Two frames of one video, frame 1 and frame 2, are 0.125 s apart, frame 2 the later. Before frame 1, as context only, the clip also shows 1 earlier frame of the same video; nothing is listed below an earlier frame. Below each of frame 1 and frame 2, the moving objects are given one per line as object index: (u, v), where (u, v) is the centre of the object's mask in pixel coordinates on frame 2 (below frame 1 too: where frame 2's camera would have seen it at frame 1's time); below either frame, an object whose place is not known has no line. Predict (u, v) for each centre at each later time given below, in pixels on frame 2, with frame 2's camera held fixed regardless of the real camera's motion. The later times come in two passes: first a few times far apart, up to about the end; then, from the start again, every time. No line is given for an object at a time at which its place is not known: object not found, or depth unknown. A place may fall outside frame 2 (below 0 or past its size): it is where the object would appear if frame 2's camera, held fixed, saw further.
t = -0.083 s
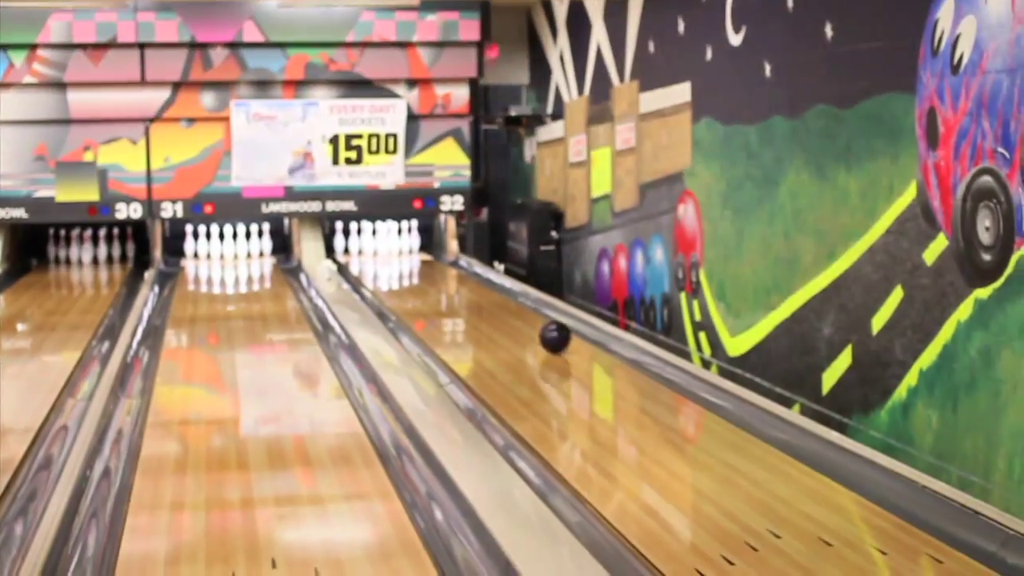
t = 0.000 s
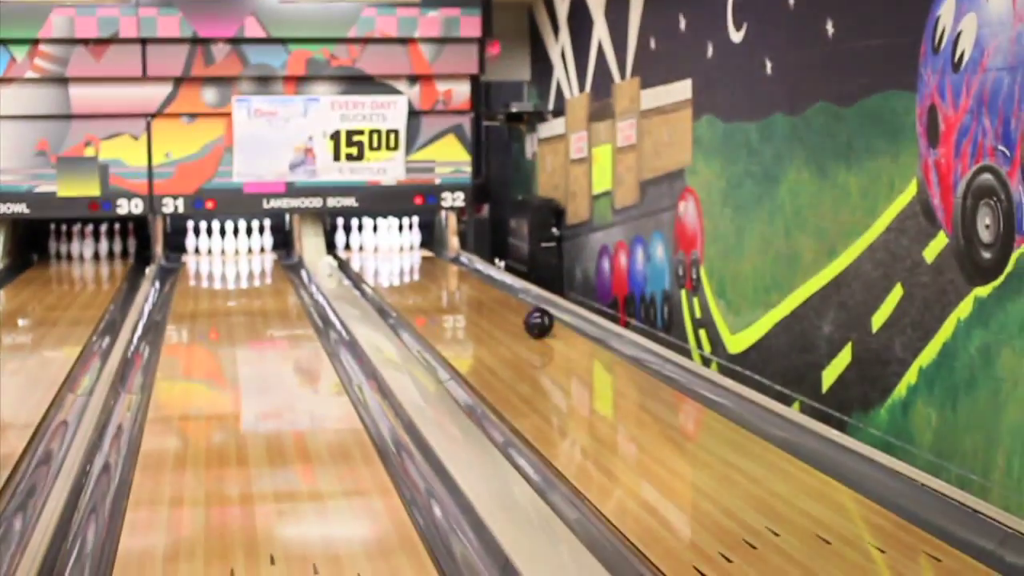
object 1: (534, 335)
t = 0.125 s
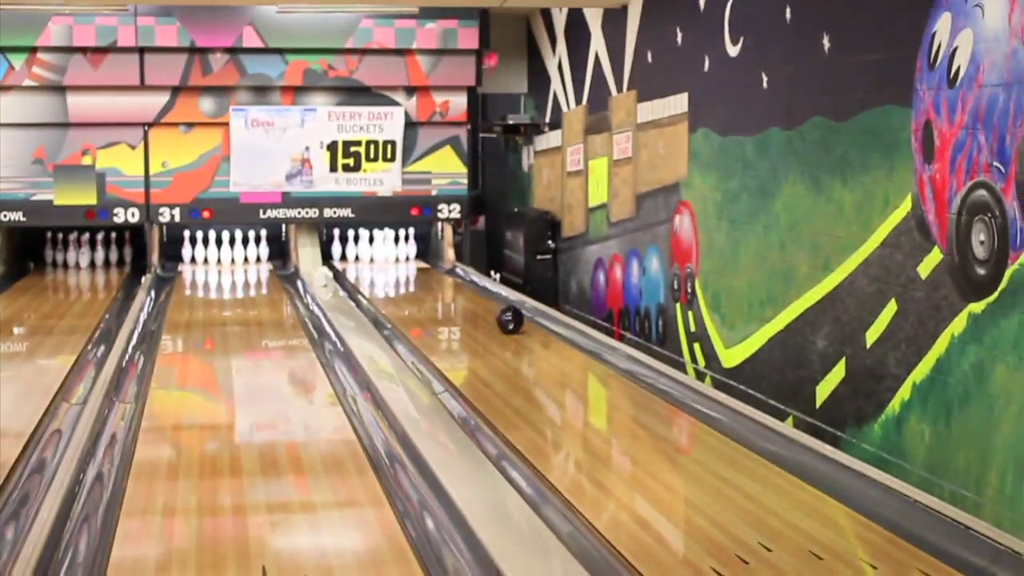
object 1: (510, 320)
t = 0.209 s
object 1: (498, 312)
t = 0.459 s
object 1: (464, 290)
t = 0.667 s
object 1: (440, 277)
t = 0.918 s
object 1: (412, 265)
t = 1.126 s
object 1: (389, 257)
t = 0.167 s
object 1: (505, 316)
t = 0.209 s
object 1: (498, 312)
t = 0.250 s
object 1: (493, 308)
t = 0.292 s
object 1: (485, 304)
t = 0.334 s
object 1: (481, 301)
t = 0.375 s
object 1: (474, 297)
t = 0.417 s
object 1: (470, 294)
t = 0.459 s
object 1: (464, 290)
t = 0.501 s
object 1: (460, 288)
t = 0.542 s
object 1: (454, 284)
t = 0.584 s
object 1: (450, 282)
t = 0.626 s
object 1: (444, 279)
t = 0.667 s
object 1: (440, 277)
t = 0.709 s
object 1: (436, 275)
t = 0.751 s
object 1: (431, 273)
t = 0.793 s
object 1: (426, 271)
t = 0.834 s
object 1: (422, 269)
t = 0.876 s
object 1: (416, 268)
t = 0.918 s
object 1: (412, 265)
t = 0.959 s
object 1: (407, 262)
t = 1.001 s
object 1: (403, 261)
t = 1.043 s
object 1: (398, 259)
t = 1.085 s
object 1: (394, 258)
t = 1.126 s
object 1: (389, 257)
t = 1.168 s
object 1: (389, 255)
